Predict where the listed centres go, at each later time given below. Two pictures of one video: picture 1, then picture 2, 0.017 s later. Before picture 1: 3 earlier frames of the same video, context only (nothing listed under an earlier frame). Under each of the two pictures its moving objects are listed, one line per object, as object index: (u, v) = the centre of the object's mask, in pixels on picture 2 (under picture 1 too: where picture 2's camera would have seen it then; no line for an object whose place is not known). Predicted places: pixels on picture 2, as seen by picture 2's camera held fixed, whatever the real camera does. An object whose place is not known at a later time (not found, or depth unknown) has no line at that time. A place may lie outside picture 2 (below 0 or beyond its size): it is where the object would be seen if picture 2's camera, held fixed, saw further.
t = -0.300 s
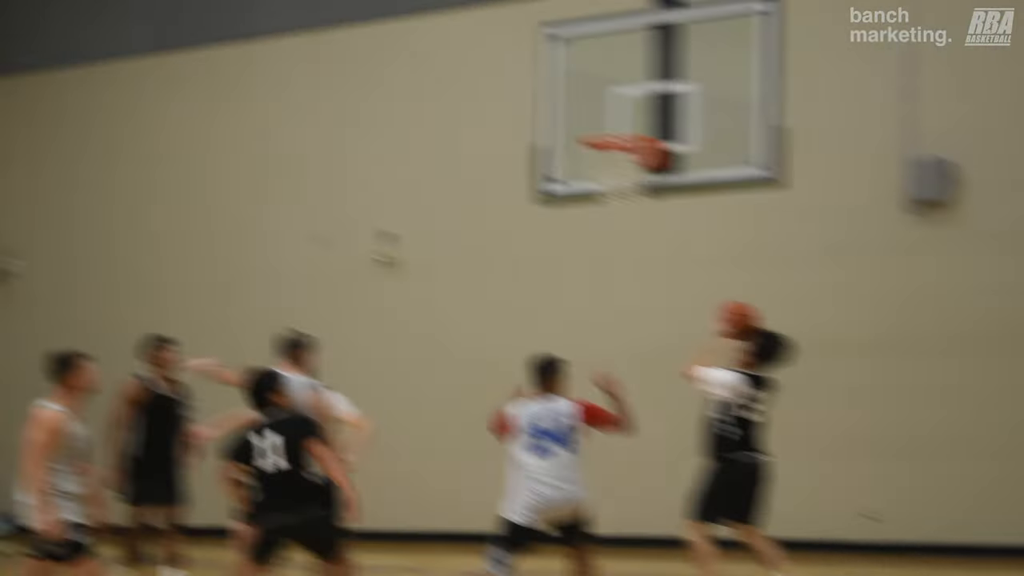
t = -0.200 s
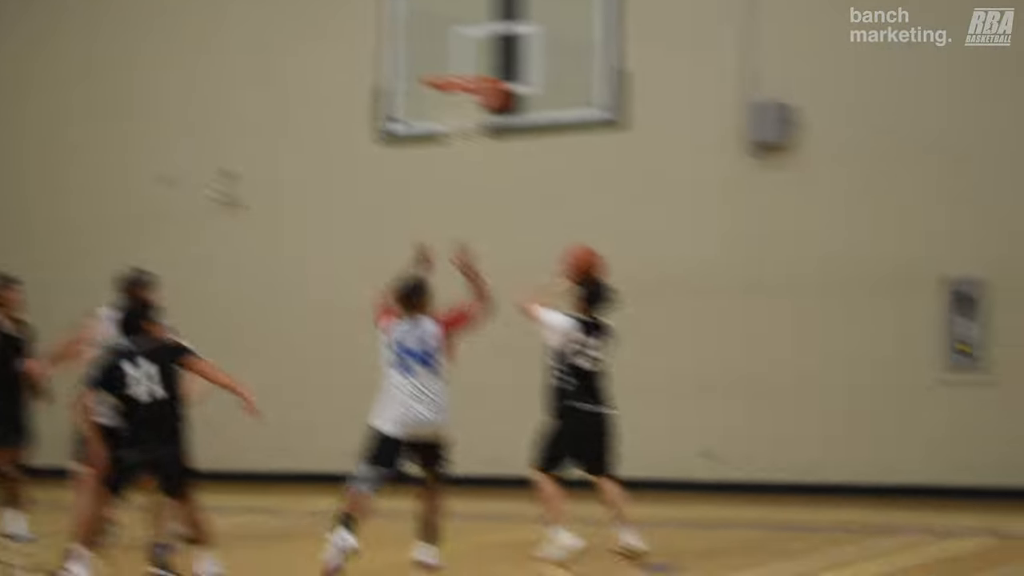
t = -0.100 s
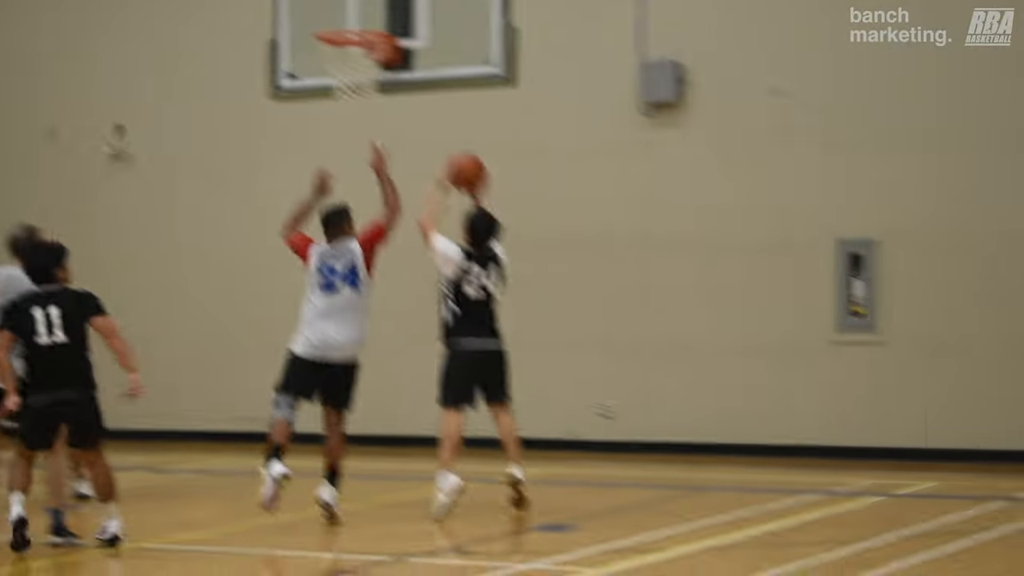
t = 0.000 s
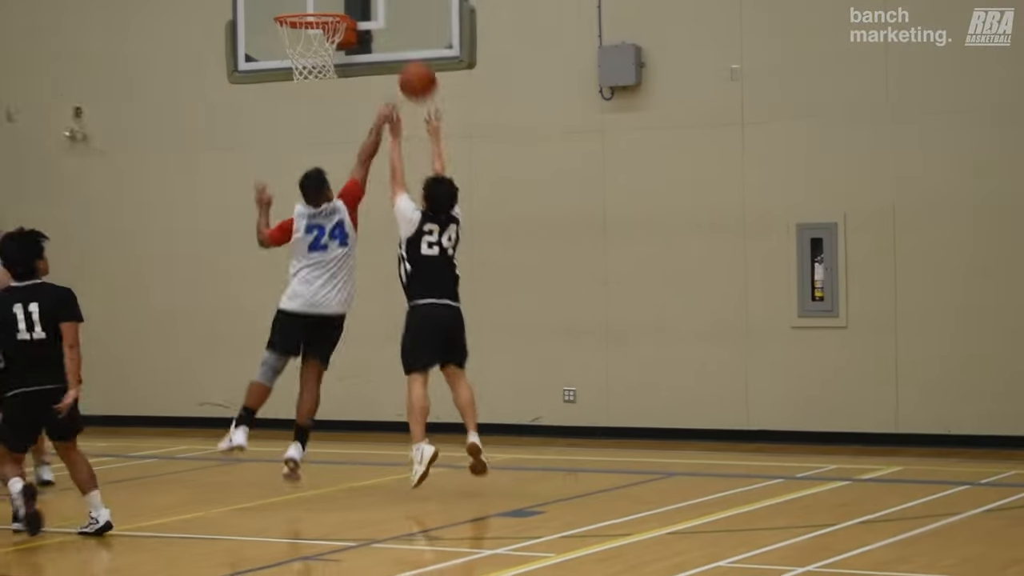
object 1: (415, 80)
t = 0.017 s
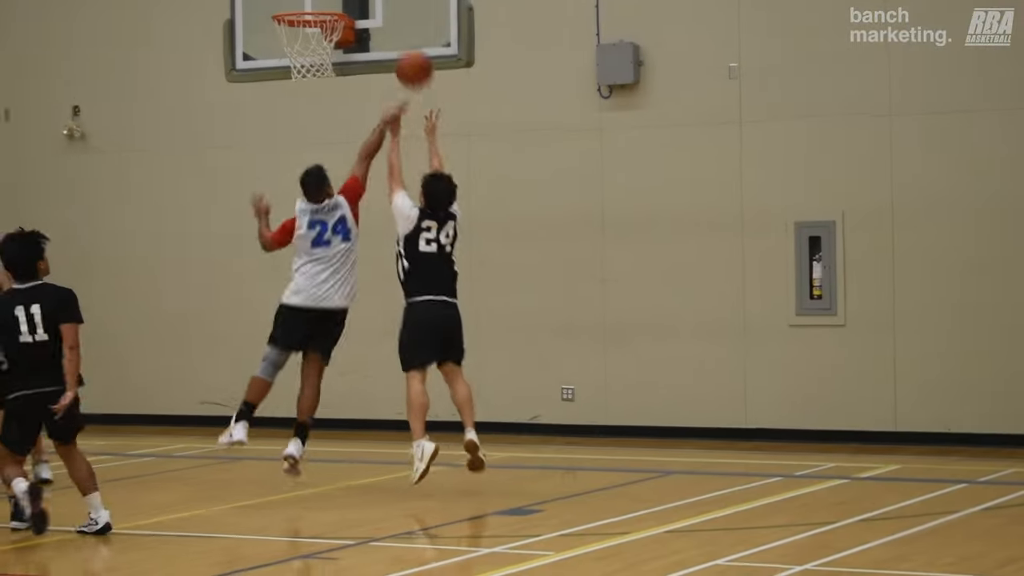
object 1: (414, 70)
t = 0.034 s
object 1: (412, 58)
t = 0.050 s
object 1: (410, 47)
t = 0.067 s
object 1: (408, 36)
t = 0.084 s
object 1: (406, 26)
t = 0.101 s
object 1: (405, 19)
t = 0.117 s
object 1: (403, 14)
